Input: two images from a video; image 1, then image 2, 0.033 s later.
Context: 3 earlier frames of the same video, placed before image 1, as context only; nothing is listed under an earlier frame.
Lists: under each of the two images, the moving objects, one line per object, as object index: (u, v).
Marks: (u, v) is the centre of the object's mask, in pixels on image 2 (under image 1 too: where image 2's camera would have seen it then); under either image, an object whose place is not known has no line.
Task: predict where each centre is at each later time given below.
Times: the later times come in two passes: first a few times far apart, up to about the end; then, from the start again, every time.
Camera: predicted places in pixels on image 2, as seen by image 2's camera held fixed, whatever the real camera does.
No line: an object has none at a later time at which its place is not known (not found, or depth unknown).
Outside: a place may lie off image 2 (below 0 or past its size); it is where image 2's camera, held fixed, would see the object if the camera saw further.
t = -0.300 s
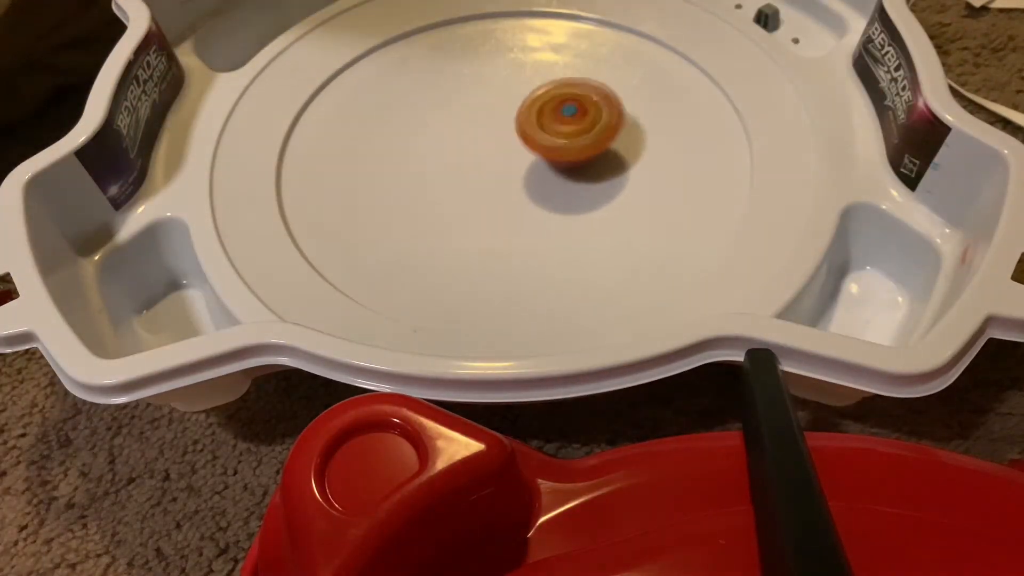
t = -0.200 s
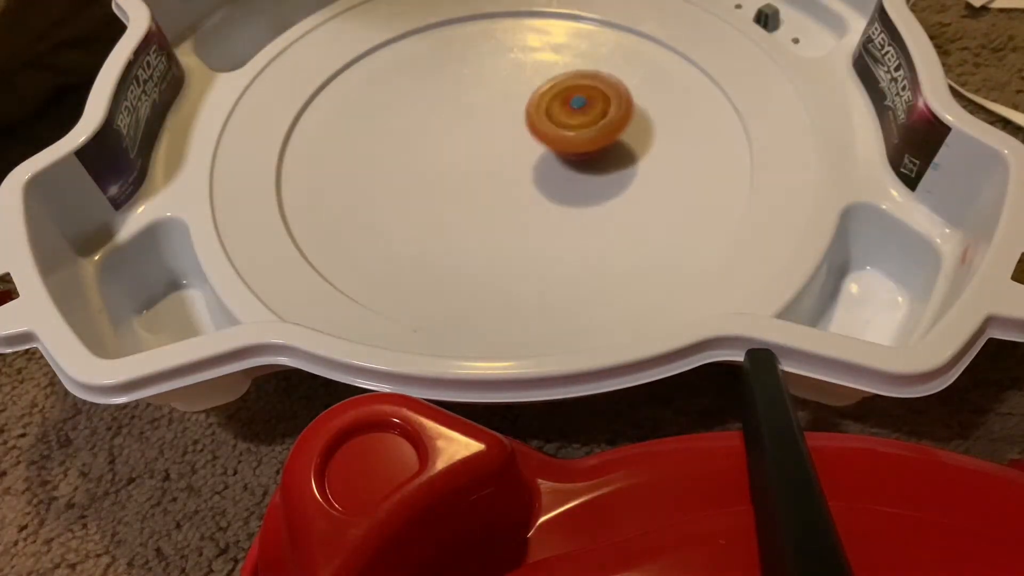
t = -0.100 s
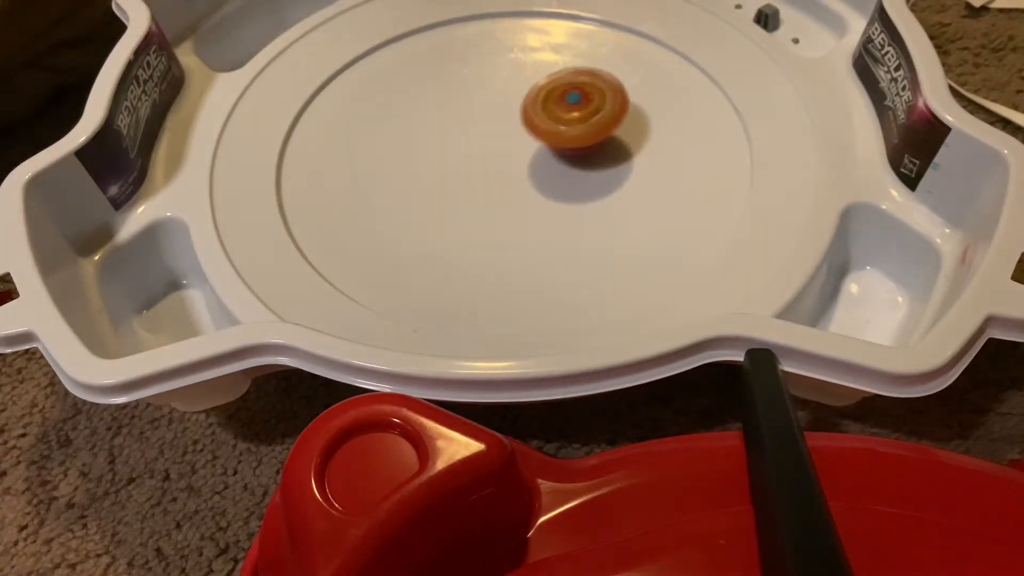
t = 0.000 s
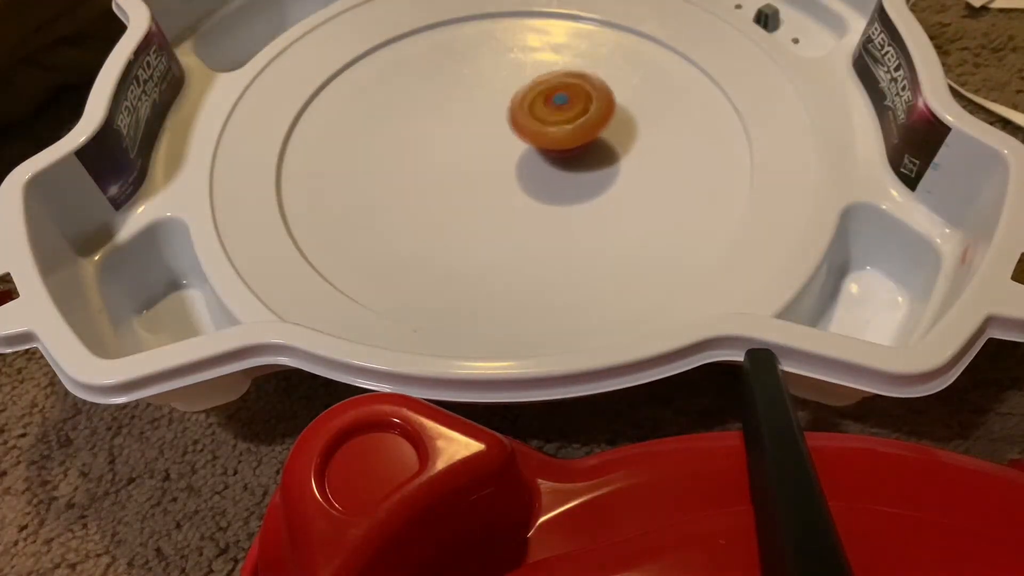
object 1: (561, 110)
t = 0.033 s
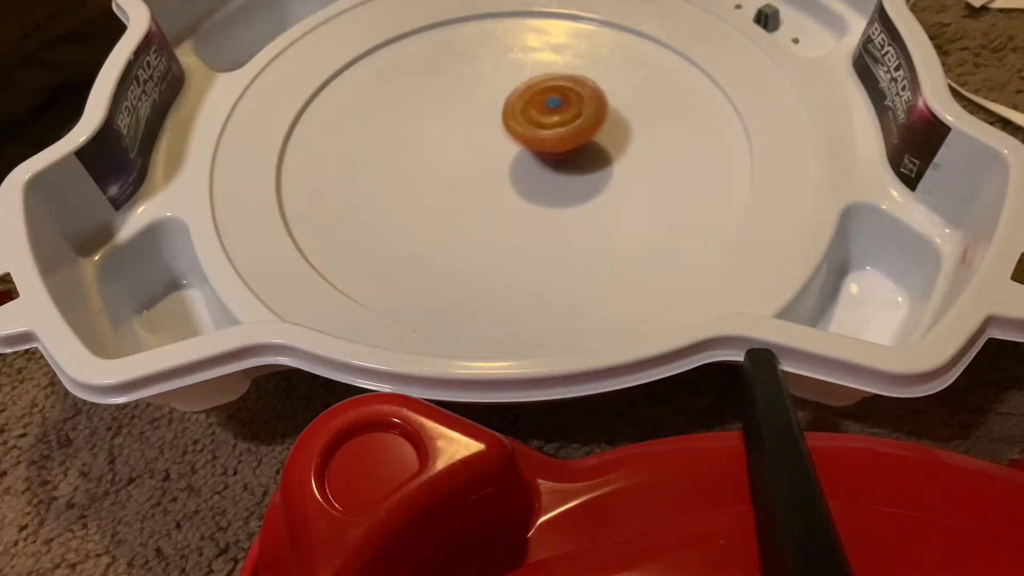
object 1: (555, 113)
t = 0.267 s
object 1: (504, 144)
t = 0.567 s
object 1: (486, 178)
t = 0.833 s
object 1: (510, 153)
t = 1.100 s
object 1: (512, 105)
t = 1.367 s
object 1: (492, 93)
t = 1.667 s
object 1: (518, 136)
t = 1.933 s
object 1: (566, 156)
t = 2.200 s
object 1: (556, 141)
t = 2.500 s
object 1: (481, 131)
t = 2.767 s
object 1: (449, 139)
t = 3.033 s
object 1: (498, 139)
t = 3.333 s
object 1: (558, 117)
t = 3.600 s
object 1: (558, 107)
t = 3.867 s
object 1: (511, 133)
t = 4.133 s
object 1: (483, 166)
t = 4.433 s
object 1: (506, 161)
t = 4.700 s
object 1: (523, 121)
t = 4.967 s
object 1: (514, 94)
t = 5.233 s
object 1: (505, 120)
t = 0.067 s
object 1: (547, 116)
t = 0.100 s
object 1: (539, 120)
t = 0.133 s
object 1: (532, 124)
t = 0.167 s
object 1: (525, 128)
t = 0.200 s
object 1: (518, 134)
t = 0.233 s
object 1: (511, 138)
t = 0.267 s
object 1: (504, 144)
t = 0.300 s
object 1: (499, 150)
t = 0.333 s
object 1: (494, 155)
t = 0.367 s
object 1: (489, 160)
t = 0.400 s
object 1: (486, 165)
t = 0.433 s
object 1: (484, 168)
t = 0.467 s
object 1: (483, 172)
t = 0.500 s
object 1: (483, 175)
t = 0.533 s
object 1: (485, 177)
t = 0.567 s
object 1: (486, 178)
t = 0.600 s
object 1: (489, 179)
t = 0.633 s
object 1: (492, 178)
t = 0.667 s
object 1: (496, 176)
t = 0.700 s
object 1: (500, 173)
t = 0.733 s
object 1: (503, 168)
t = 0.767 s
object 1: (505, 164)
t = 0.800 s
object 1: (508, 159)
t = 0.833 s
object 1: (510, 153)
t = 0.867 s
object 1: (512, 148)
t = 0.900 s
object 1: (514, 141)
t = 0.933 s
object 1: (514, 135)
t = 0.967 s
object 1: (515, 129)
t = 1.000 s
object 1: (515, 122)
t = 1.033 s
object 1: (515, 117)
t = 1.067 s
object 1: (514, 110)
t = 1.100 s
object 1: (512, 105)
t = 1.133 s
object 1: (510, 101)
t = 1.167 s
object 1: (507, 96)
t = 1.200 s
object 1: (504, 93)
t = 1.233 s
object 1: (502, 91)
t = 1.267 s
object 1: (498, 90)
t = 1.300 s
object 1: (496, 90)
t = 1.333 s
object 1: (494, 91)
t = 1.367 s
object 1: (492, 93)
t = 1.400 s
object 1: (491, 97)
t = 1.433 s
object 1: (491, 101)
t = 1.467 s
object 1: (493, 105)
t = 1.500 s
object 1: (495, 110)
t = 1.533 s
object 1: (498, 116)
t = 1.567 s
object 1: (502, 120)
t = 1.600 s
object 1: (507, 126)
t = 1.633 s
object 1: (513, 131)
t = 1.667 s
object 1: (518, 136)
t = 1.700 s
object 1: (524, 140)
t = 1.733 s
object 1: (530, 145)
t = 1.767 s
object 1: (537, 148)
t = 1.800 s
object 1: (543, 151)
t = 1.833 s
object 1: (549, 153)
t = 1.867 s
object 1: (555, 155)
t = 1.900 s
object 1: (561, 156)
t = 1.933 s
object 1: (566, 156)
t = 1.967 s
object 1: (570, 155)
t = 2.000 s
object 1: (572, 154)
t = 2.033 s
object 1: (573, 152)
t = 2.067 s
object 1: (573, 150)
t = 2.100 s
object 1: (570, 147)
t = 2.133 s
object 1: (567, 145)
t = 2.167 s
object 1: (562, 143)
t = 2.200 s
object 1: (556, 141)
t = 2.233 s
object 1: (548, 139)
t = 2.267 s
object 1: (540, 137)
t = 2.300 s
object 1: (533, 136)
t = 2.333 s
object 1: (525, 135)
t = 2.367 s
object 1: (515, 134)
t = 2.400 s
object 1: (506, 133)
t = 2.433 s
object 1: (497, 133)
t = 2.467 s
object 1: (489, 132)
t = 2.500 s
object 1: (481, 131)
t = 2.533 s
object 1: (474, 131)
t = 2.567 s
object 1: (467, 131)
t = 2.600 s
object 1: (461, 132)
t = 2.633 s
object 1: (456, 133)
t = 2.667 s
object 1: (453, 134)
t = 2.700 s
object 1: (450, 136)
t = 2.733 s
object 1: (449, 137)
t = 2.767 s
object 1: (449, 139)
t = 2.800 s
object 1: (452, 141)
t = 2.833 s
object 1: (456, 141)
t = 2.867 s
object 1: (461, 143)
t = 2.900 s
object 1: (467, 144)
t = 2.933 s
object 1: (474, 143)
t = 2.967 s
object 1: (482, 143)
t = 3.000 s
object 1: (489, 141)
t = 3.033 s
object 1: (498, 139)
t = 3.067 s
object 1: (505, 138)
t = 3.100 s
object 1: (513, 137)
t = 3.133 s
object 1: (520, 135)
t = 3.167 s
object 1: (529, 132)
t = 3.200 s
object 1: (536, 129)
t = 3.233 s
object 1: (542, 127)
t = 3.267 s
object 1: (550, 123)
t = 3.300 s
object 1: (554, 120)
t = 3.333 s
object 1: (558, 117)
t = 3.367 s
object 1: (562, 114)
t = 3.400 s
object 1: (564, 111)
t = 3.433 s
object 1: (566, 110)
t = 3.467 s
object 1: (566, 108)
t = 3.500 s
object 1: (566, 106)
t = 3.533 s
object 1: (564, 106)
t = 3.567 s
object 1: (560, 106)
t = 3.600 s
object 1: (558, 107)
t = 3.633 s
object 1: (553, 109)
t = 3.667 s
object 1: (547, 111)
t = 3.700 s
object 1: (541, 113)
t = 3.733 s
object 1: (535, 116)
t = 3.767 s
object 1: (528, 120)
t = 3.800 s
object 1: (523, 124)
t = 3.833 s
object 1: (518, 128)
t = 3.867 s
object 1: (511, 133)
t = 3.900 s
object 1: (505, 137)
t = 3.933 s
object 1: (501, 142)
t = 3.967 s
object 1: (496, 147)
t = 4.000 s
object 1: (492, 152)
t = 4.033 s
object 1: (488, 156)
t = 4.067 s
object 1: (485, 159)
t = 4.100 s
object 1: (483, 163)
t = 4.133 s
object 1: (483, 166)
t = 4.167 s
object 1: (483, 169)
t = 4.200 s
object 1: (483, 171)
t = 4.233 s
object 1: (486, 172)
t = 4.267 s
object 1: (489, 172)
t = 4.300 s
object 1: (491, 171)
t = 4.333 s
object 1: (496, 170)
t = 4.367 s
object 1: (499, 167)
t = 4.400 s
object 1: (502, 164)
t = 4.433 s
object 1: (506, 161)
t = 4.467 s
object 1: (509, 157)
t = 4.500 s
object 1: (511, 152)
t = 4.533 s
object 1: (515, 148)
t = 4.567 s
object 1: (517, 142)
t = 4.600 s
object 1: (519, 137)
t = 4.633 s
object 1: (521, 131)
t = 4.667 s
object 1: (522, 125)
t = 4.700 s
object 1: (523, 121)
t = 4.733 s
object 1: (525, 115)
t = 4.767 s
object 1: (524, 110)
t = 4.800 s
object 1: (523, 106)
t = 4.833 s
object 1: (523, 101)
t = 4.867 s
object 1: (521, 99)
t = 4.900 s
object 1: (519, 96)
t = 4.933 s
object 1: (517, 95)
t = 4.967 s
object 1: (514, 94)
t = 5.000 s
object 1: (512, 95)
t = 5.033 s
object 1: (510, 96)
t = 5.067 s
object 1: (508, 99)
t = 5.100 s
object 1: (507, 102)
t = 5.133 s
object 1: (505, 106)
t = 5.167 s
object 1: (504, 110)
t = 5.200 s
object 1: (505, 115)
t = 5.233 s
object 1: (505, 120)
